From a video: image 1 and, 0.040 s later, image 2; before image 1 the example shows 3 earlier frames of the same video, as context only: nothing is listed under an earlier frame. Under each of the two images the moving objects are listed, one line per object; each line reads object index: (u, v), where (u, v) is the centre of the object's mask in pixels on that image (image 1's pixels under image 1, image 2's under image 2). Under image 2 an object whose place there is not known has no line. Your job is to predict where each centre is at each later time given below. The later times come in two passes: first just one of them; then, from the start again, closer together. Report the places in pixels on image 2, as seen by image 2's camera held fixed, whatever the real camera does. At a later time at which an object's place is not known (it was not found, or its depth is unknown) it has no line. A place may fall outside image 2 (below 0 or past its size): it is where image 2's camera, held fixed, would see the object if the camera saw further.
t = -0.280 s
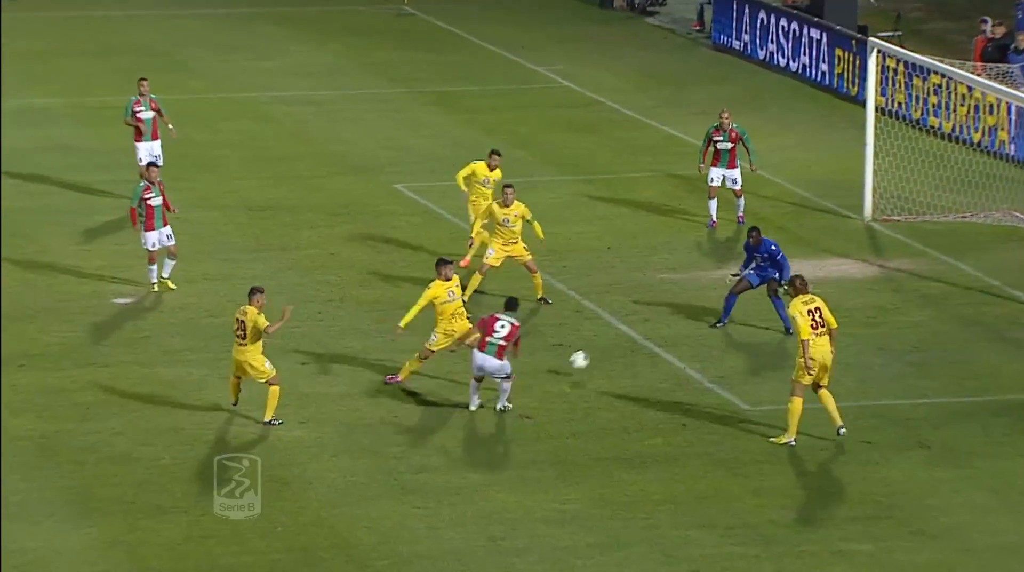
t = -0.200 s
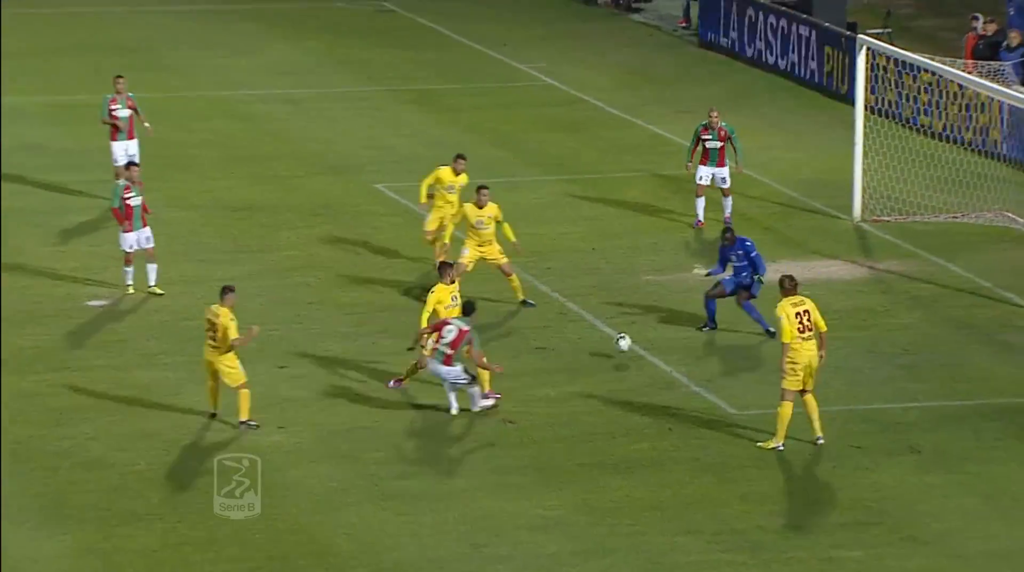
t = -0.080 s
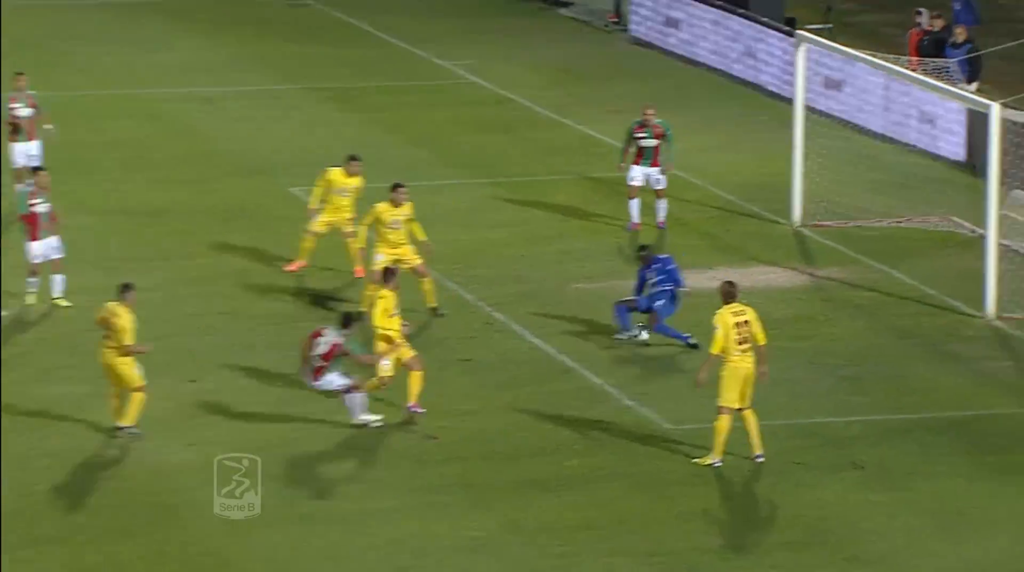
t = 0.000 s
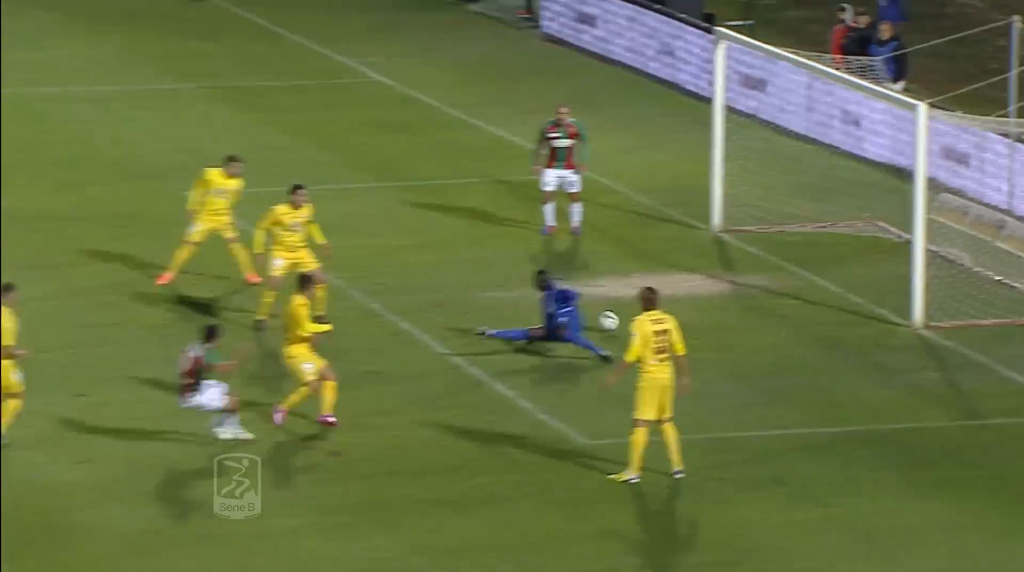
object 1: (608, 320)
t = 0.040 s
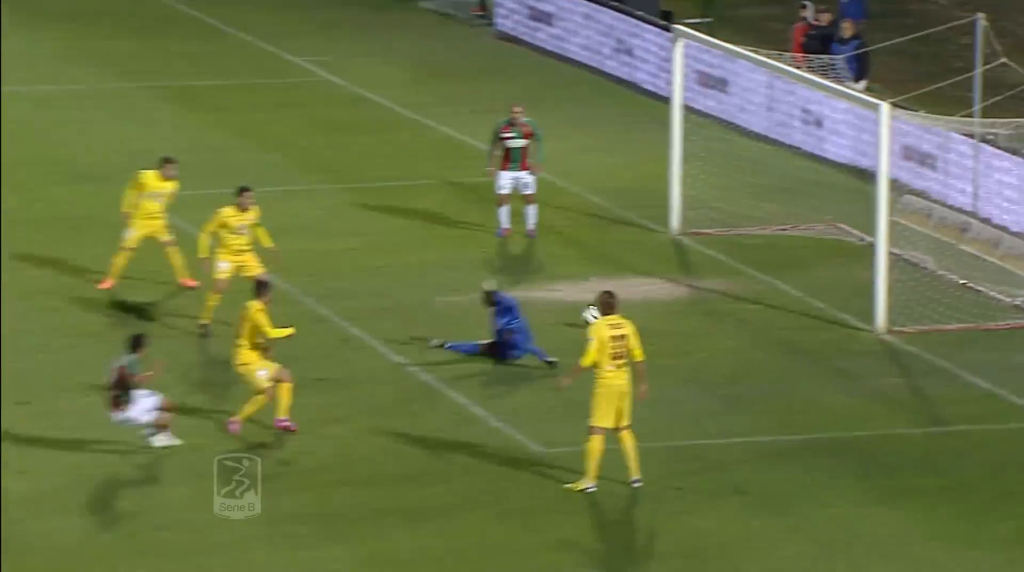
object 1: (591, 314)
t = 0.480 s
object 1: (846, 234)
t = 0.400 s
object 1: (807, 254)
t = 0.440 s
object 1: (827, 245)
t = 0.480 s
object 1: (846, 234)
